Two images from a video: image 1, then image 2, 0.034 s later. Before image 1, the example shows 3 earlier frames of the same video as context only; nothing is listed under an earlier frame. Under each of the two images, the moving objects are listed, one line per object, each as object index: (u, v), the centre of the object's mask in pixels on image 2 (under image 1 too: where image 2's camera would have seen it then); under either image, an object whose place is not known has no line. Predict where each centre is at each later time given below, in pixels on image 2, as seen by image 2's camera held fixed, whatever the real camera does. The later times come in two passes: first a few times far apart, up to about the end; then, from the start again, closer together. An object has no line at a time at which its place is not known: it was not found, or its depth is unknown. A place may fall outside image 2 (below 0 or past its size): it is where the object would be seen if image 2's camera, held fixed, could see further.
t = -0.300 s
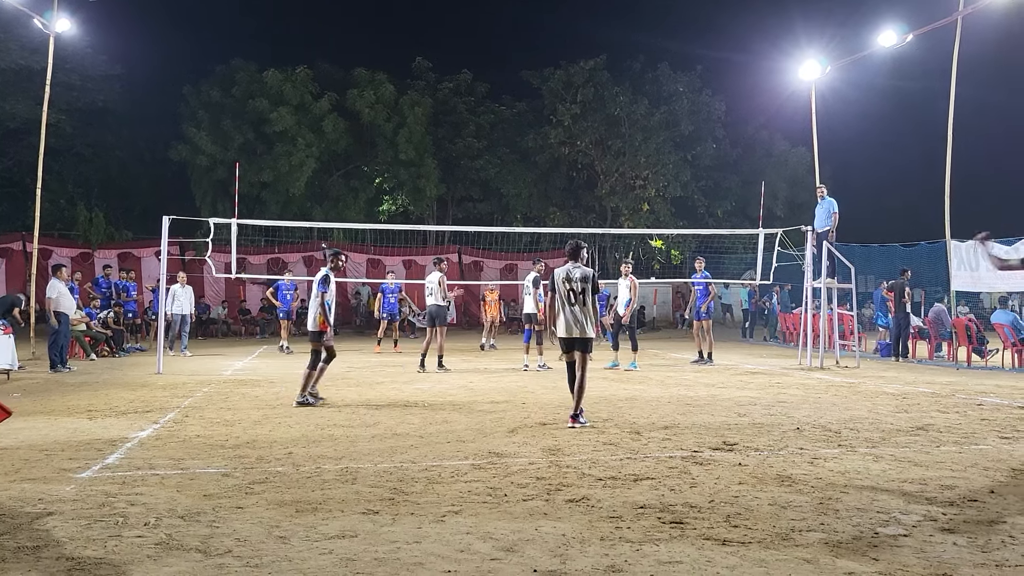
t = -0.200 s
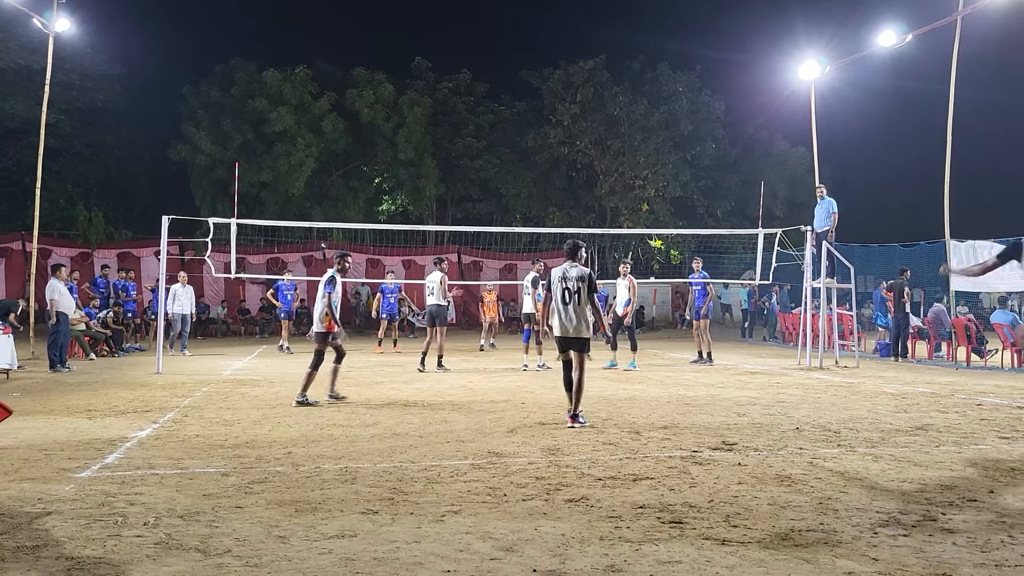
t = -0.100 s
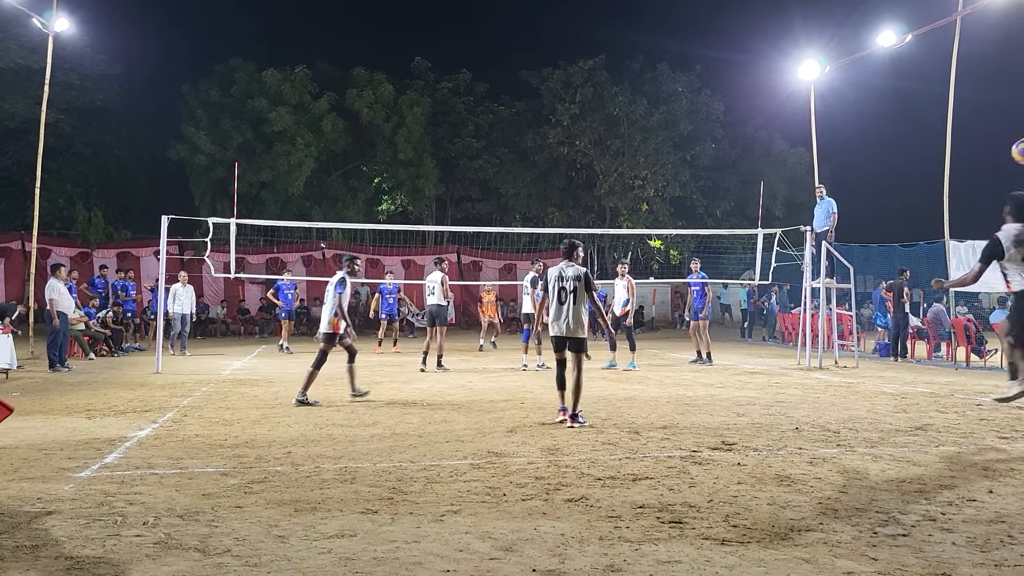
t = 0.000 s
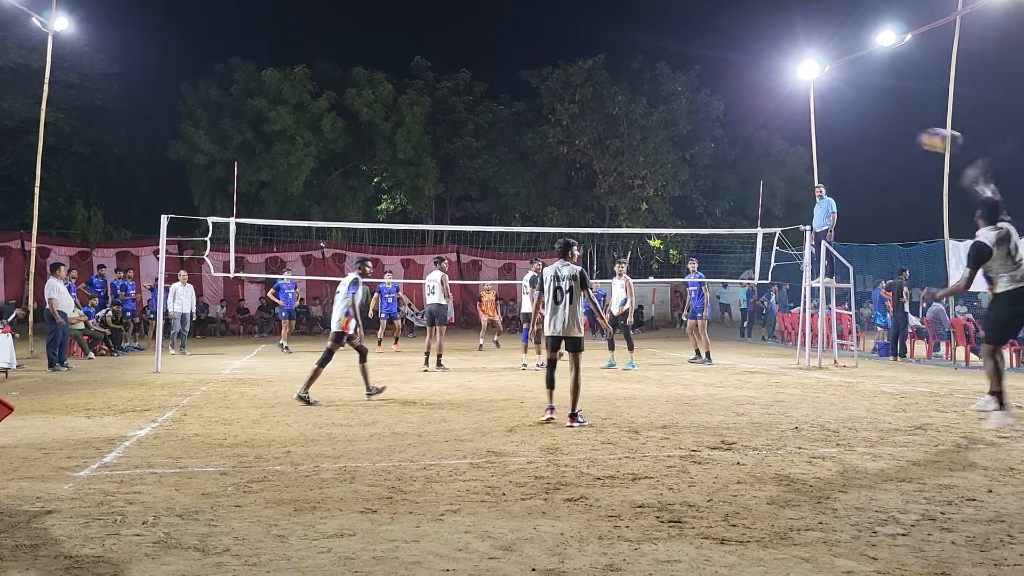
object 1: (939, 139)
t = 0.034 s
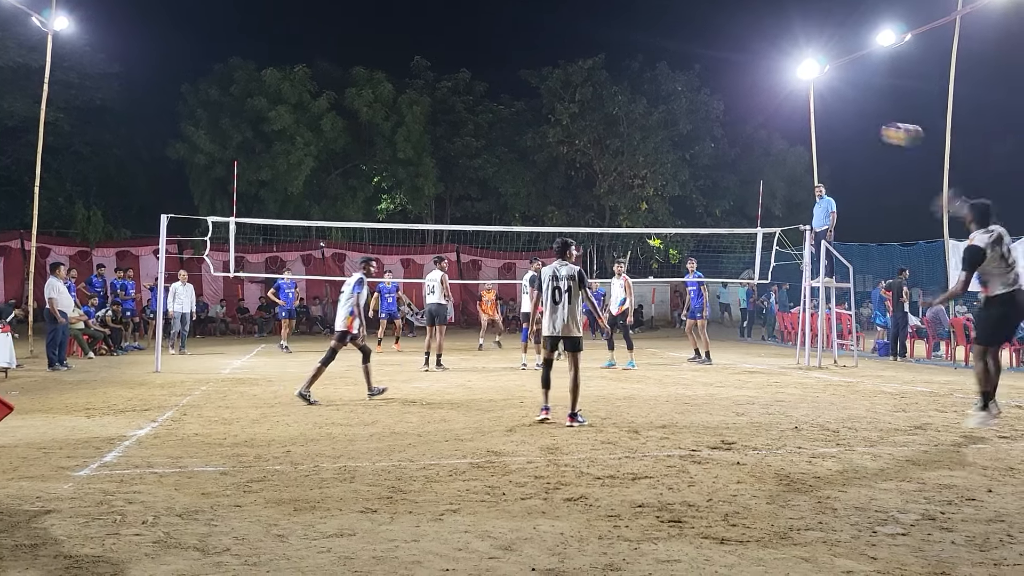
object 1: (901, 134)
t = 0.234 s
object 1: (746, 125)
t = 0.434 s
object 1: (655, 143)
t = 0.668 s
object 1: (584, 186)
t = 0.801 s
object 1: (553, 215)
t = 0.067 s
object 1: (867, 130)
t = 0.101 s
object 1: (839, 127)
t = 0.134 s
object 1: (812, 125)
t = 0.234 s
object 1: (746, 125)
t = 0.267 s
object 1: (728, 126)
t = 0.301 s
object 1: (712, 128)
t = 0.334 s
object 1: (696, 131)
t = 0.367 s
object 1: (681, 135)
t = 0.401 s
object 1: (668, 139)
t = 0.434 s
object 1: (655, 143)
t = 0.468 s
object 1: (643, 148)
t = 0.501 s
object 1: (632, 154)
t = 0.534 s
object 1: (621, 159)
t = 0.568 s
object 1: (611, 166)
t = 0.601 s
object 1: (602, 172)
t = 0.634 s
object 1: (593, 179)
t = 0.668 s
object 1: (584, 186)
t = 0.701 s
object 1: (576, 193)
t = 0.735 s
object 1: (568, 200)
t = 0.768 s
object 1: (560, 207)
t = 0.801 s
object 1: (553, 215)
